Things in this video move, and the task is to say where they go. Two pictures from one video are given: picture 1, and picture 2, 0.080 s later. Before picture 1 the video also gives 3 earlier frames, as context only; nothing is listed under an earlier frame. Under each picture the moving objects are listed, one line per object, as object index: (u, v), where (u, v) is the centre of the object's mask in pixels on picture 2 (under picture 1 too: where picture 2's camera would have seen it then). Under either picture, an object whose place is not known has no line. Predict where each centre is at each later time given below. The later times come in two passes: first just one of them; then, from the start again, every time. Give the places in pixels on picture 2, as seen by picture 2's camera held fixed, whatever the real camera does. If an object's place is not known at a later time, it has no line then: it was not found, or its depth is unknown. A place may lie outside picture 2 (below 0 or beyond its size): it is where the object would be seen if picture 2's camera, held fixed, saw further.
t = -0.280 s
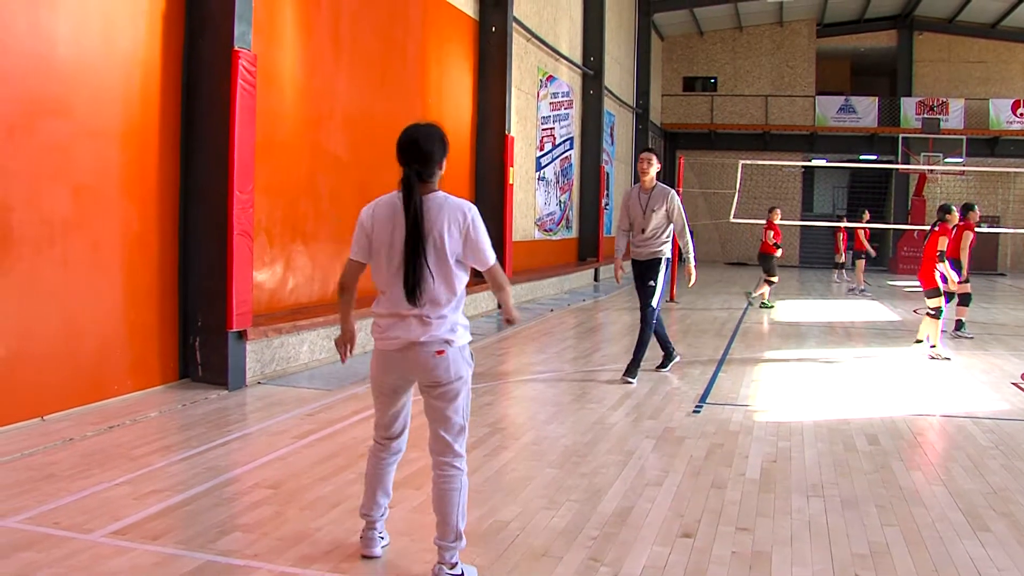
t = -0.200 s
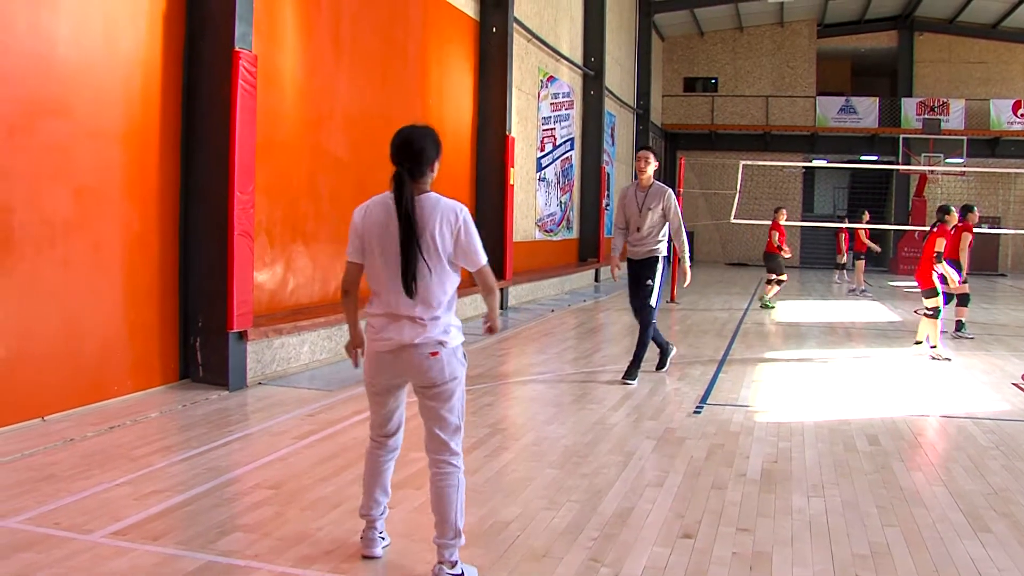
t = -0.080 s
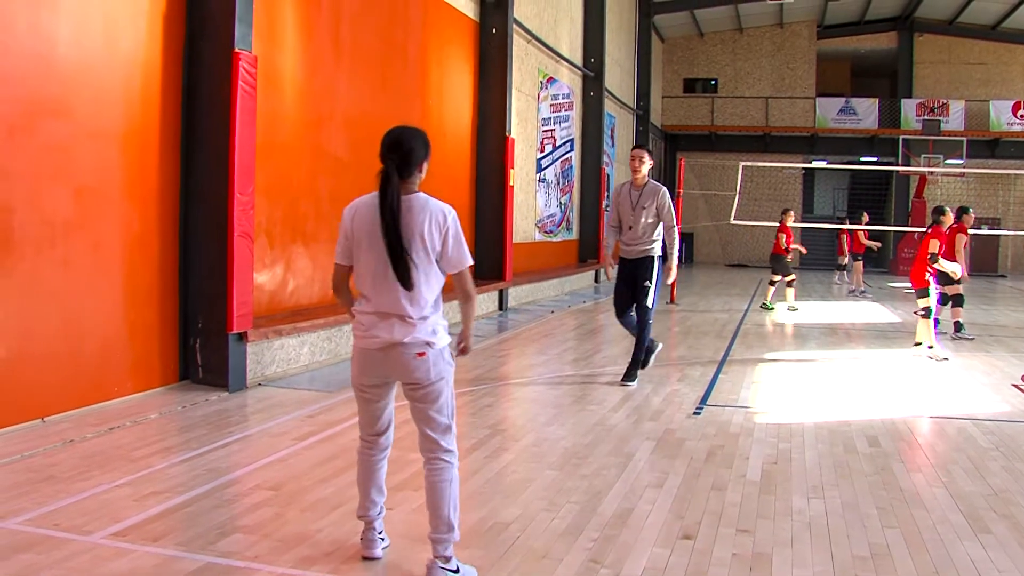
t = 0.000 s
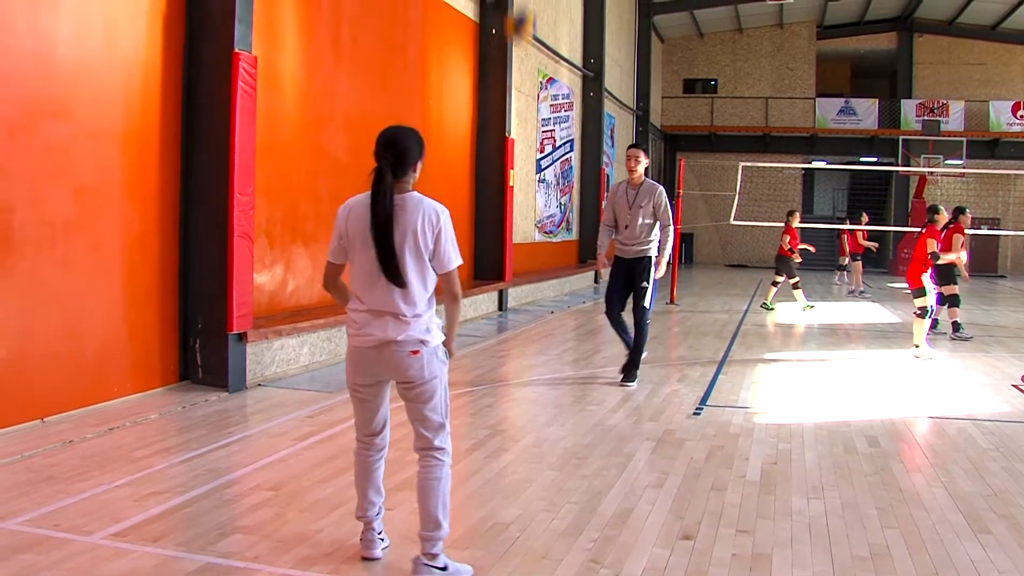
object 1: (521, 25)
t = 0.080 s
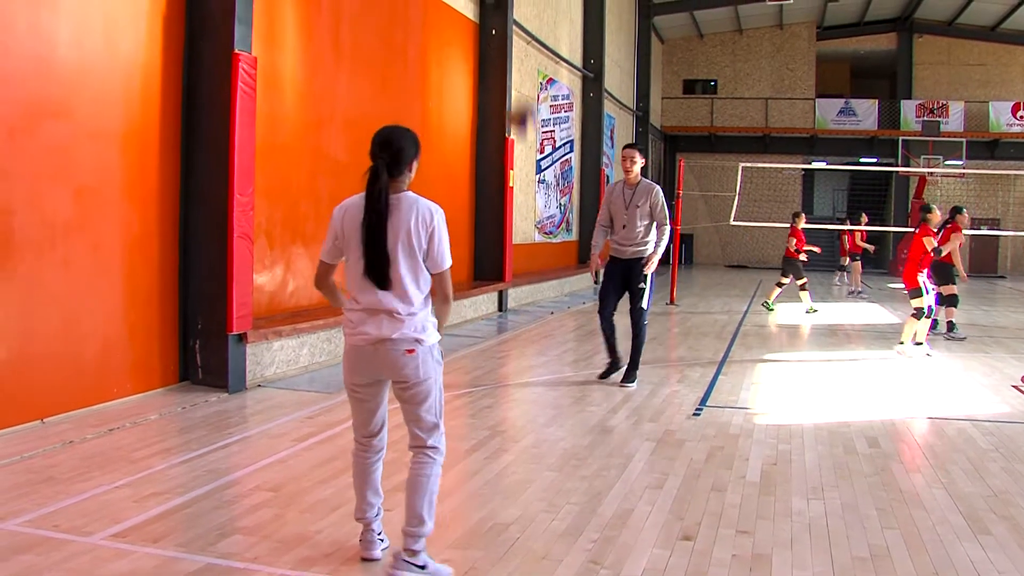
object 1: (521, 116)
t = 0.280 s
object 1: (521, 359)
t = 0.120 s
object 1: (523, 165)
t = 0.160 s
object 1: (525, 214)
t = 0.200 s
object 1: (525, 265)
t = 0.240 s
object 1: (522, 314)
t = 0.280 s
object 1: (521, 359)
